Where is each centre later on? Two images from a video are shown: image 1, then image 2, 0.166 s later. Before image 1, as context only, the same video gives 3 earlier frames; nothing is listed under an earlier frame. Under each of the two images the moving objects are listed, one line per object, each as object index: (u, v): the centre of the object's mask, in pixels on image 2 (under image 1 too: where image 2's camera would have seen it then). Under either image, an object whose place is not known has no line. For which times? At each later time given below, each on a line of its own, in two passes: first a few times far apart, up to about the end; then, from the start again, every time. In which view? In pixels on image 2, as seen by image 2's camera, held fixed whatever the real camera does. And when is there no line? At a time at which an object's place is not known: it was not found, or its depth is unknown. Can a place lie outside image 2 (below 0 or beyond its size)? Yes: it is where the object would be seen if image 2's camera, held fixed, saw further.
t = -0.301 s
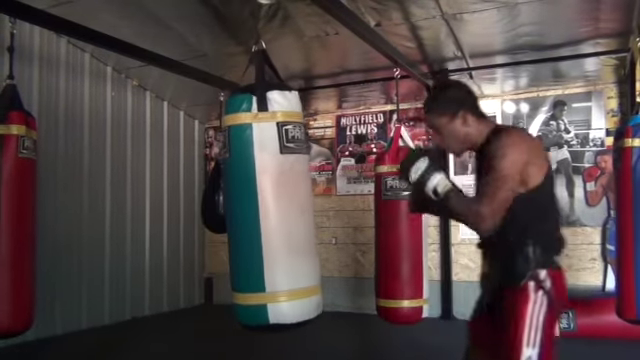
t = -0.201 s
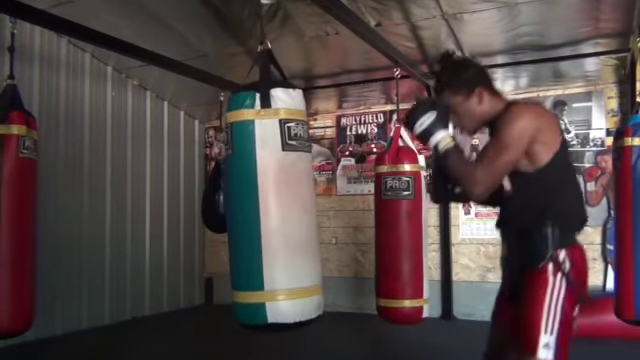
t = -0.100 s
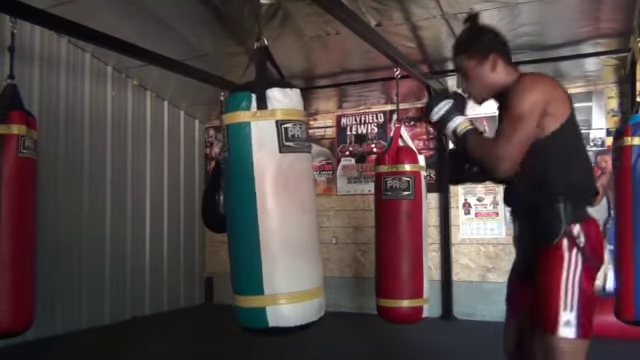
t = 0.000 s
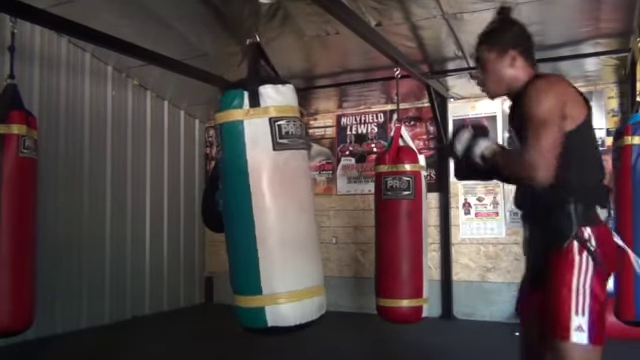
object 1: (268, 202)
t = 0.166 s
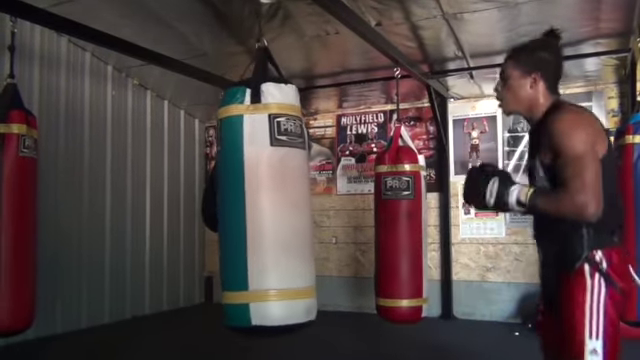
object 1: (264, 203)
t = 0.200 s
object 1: (264, 204)
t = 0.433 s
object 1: (253, 203)
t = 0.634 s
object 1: (245, 204)
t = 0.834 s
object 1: (238, 202)
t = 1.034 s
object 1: (238, 203)
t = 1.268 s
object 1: (240, 199)
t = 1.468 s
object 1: (251, 202)
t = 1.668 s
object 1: (257, 198)
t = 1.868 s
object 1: (265, 200)
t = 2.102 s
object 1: (269, 201)
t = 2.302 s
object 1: (269, 201)
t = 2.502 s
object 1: (263, 202)
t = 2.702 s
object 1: (257, 202)
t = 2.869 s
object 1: (248, 204)
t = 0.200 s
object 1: (264, 204)
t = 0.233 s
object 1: (263, 204)
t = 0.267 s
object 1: (262, 203)
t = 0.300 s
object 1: (260, 204)
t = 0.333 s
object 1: (258, 204)
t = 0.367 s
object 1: (256, 204)
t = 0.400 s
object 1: (255, 202)
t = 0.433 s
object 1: (253, 203)
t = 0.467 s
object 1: (251, 204)
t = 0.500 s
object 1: (249, 204)
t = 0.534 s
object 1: (248, 204)
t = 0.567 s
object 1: (248, 204)
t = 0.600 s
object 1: (247, 205)
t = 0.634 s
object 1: (245, 204)
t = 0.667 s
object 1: (243, 203)
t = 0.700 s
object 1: (243, 203)
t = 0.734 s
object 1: (242, 203)
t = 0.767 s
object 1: (240, 203)
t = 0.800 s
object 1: (239, 203)
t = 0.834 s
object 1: (238, 202)
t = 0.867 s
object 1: (237, 202)
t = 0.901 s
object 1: (237, 202)
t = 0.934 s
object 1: (237, 203)
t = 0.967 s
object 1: (237, 203)
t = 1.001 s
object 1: (238, 203)
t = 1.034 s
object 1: (238, 203)
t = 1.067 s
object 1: (238, 202)
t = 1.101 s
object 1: (238, 202)
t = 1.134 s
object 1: (238, 205)
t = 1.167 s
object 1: (238, 202)
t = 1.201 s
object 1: (239, 201)
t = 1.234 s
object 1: (239, 200)
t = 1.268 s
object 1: (240, 199)
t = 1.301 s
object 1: (241, 202)
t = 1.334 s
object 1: (244, 203)
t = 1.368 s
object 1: (245, 204)
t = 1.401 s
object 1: (247, 204)
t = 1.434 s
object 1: (248, 204)
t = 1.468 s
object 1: (251, 202)
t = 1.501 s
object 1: (252, 202)
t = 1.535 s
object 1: (252, 202)
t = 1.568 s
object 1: (254, 199)
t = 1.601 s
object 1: (256, 199)
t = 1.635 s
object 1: (256, 198)
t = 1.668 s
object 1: (257, 198)
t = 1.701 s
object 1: (258, 198)
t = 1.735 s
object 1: (259, 199)
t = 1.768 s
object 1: (261, 199)
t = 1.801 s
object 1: (263, 199)
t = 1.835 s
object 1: (264, 199)
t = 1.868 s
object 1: (265, 200)
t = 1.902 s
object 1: (266, 199)
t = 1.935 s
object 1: (267, 199)
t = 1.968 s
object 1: (268, 200)
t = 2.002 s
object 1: (268, 200)
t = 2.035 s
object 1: (268, 200)
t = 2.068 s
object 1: (268, 200)
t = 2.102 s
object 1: (269, 201)
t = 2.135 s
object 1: (269, 201)
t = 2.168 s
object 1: (269, 201)
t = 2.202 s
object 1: (270, 201)
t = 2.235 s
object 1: (270, 201)
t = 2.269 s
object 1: (270, 201)
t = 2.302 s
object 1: (269, 201)
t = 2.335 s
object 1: (269, 202)
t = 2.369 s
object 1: (268, 202)
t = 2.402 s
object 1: (267, 202)
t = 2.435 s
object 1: (266, 202)
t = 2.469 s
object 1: (264, 202)
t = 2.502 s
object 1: (263, 202)
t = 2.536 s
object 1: (262, 202)
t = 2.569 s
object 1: (261, 202)
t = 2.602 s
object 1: (260, 202)
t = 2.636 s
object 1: (259, 202)
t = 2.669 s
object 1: (258, 202)
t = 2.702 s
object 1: (257, 202)
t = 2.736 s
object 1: (255, 202)
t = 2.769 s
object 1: (254, 202)
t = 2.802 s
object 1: (252, 203)
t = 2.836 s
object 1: (250, 204)
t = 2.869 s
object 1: (248, 204)
